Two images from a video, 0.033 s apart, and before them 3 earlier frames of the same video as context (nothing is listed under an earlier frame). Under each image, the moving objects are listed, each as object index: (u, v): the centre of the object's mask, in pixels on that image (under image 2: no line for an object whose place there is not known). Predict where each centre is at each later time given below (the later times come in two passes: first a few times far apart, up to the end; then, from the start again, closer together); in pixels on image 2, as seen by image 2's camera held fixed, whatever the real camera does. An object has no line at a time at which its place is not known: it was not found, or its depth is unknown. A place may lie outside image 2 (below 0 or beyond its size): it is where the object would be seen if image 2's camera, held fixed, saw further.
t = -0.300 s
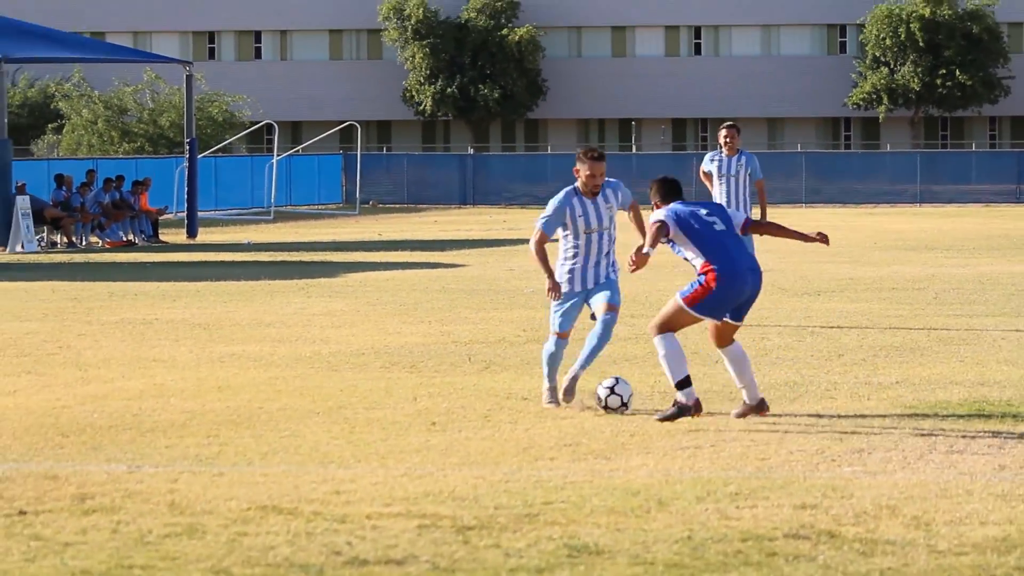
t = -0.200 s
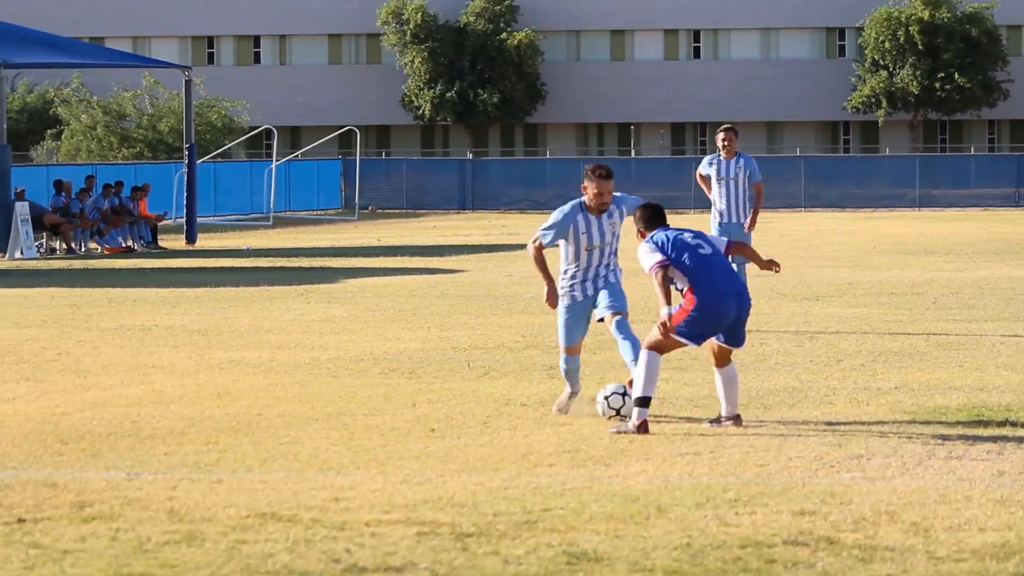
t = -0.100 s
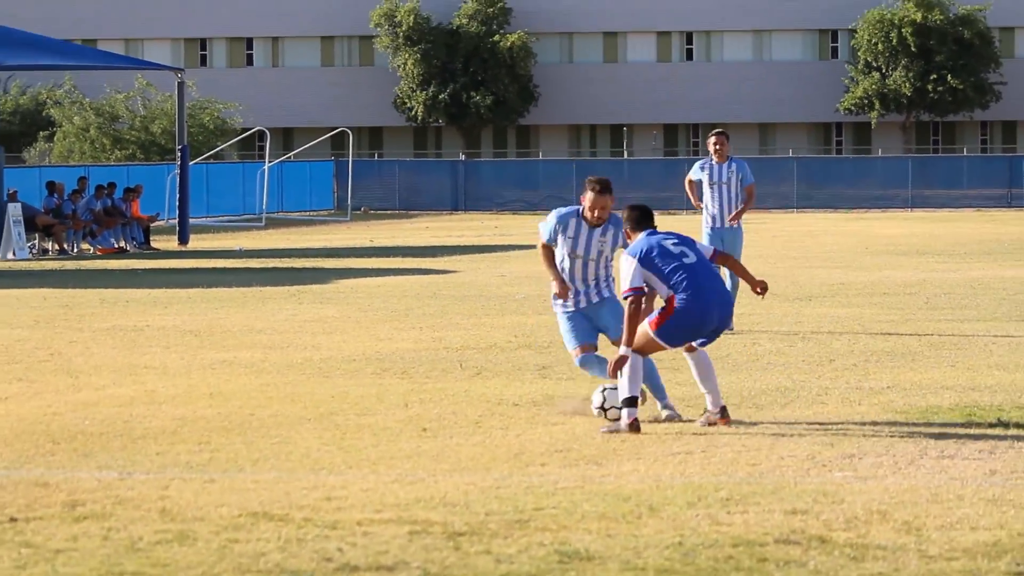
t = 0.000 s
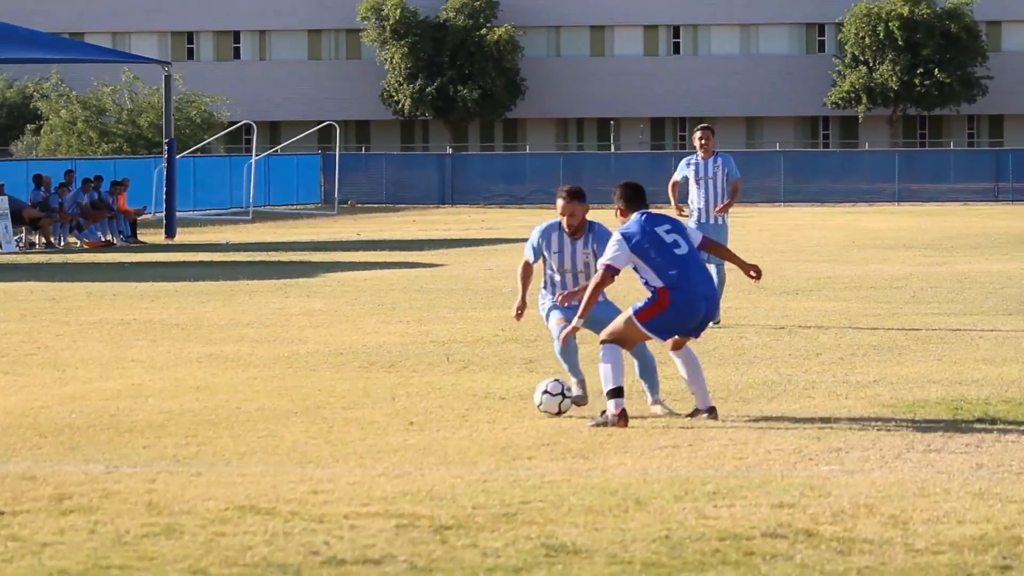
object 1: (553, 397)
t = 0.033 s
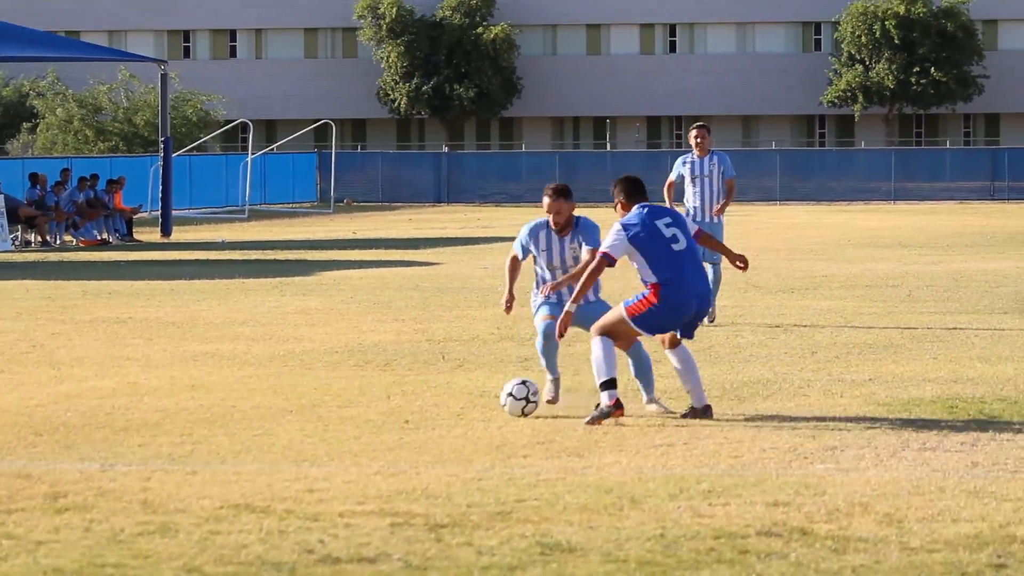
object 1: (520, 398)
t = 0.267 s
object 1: (340, 401)
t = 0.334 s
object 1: (295, 407)
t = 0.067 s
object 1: (491, 399)
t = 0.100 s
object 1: (464, 399)
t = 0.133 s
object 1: (437, 400)
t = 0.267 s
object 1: (340, 401)
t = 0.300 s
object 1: (318, 403)
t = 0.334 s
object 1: (295, 407)
